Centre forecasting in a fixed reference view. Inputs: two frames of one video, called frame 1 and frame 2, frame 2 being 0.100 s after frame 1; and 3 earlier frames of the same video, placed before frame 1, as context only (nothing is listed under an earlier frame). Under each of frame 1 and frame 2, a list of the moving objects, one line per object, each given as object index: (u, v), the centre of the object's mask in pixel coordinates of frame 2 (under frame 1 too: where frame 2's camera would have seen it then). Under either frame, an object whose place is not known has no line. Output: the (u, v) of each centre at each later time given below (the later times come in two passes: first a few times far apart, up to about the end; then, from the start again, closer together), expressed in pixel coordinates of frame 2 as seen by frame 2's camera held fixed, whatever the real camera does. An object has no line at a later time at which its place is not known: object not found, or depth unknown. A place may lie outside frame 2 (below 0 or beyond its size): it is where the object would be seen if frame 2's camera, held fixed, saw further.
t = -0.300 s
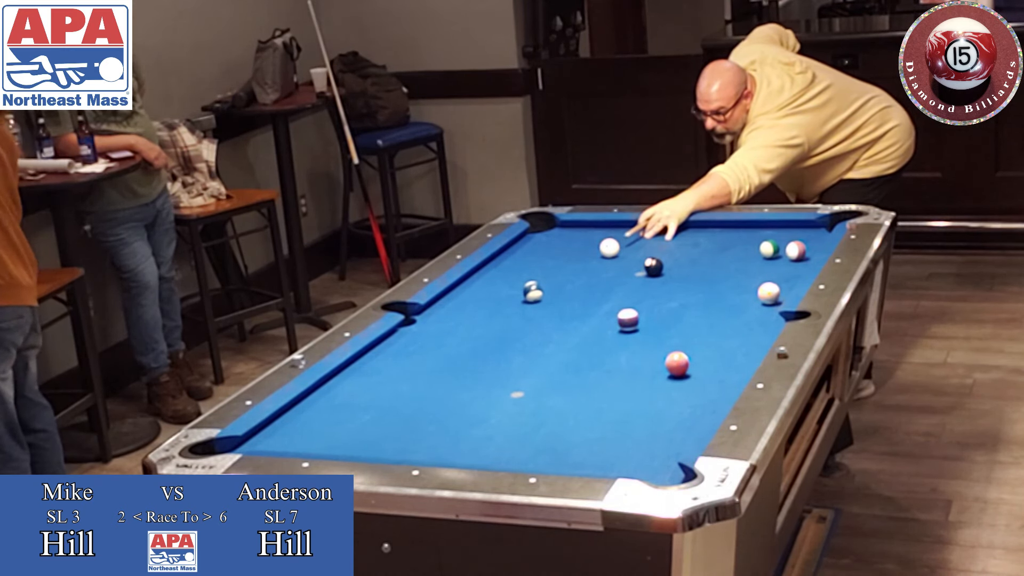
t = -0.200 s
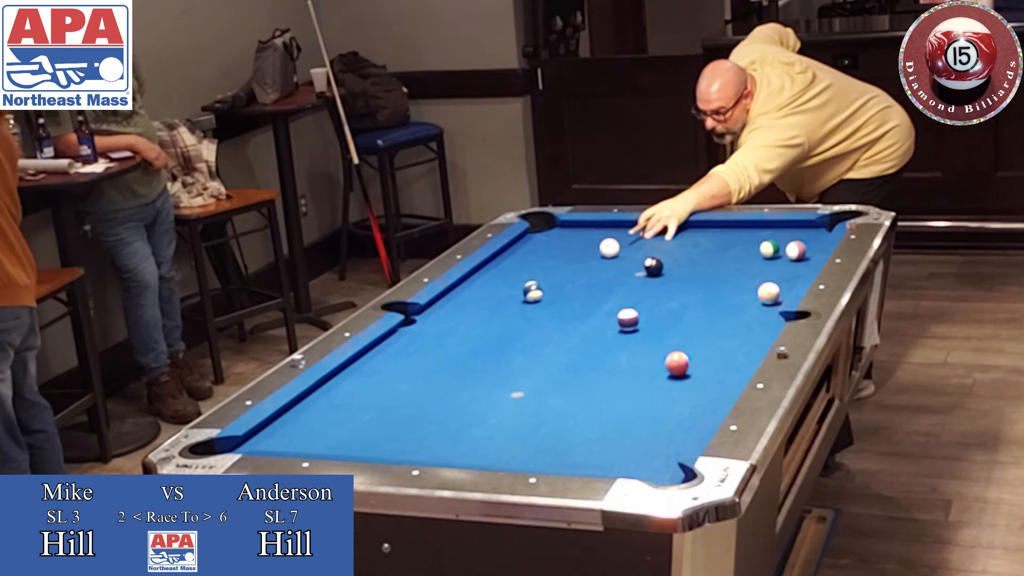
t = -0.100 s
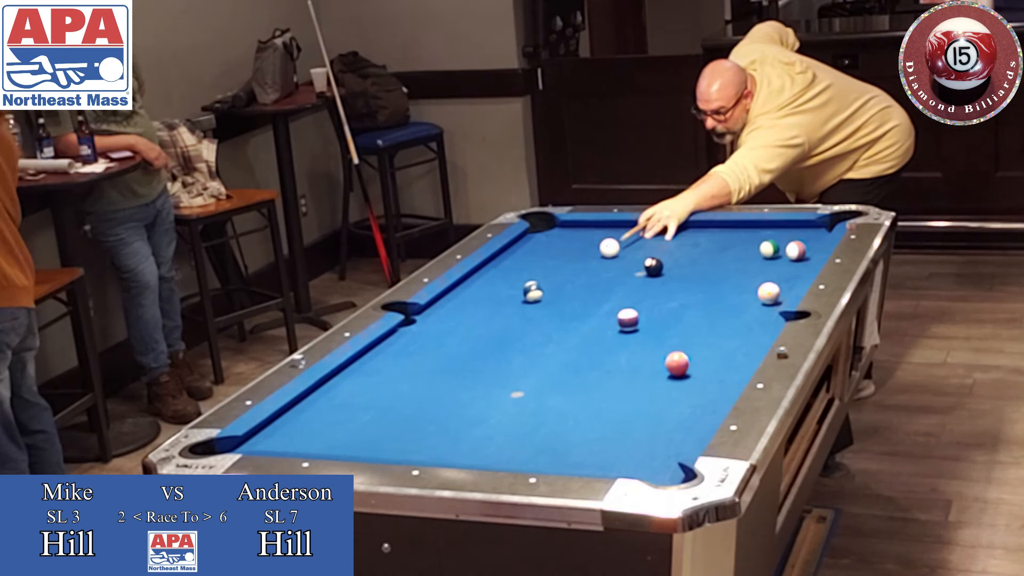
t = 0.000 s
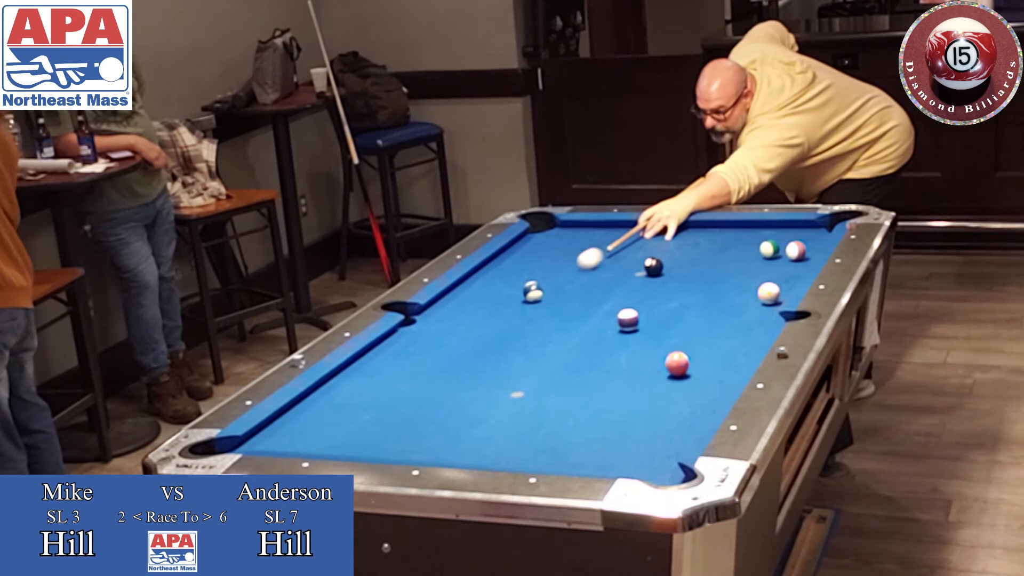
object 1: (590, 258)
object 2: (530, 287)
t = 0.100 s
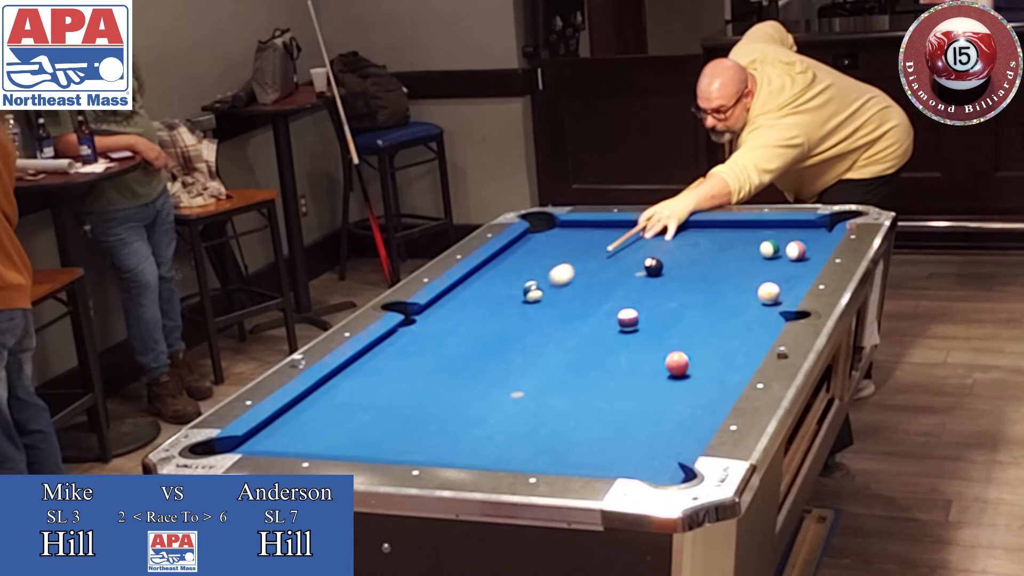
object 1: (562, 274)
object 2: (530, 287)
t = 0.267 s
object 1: (542, 286)
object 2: (516, 295)
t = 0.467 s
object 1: (531, 293)
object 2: (477, 322)
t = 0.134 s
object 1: (553, 279)
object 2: (530, 287)
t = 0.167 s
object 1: (547, 283)
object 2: (530, 288)
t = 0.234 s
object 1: (543, 285)
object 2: (524, 290)
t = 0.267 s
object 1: (542, 286)
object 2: (516, 295)
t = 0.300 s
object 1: (541, 287)
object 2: (507, 301)
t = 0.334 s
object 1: (539, 288)
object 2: (500, 307)
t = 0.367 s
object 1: (537, 289)
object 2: (494, 313)
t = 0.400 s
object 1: (535, 290)
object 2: (489, 316)
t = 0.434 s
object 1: (533, 291)
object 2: (483, 318)
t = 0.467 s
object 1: (531, 293)
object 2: (477, 322)
